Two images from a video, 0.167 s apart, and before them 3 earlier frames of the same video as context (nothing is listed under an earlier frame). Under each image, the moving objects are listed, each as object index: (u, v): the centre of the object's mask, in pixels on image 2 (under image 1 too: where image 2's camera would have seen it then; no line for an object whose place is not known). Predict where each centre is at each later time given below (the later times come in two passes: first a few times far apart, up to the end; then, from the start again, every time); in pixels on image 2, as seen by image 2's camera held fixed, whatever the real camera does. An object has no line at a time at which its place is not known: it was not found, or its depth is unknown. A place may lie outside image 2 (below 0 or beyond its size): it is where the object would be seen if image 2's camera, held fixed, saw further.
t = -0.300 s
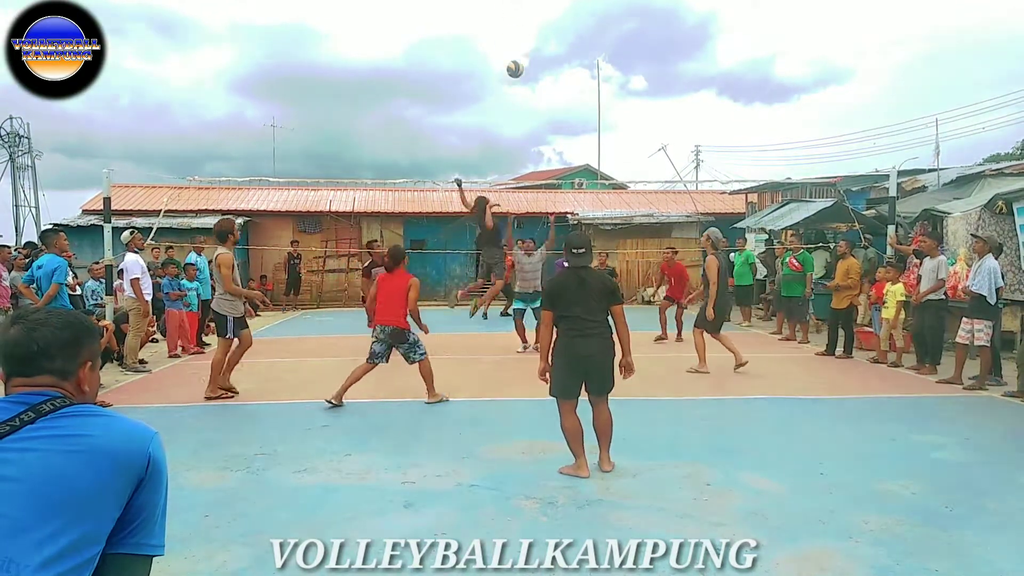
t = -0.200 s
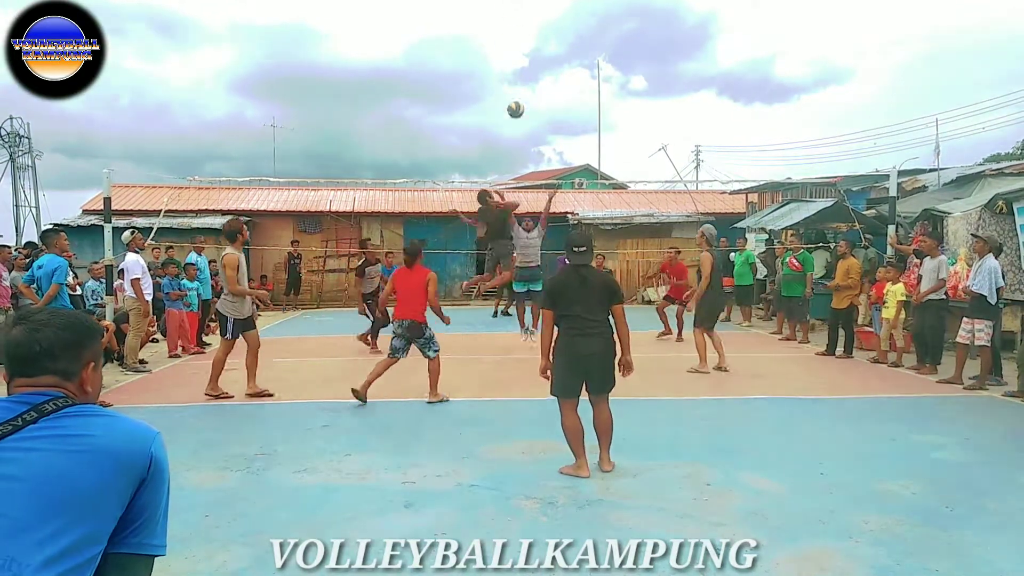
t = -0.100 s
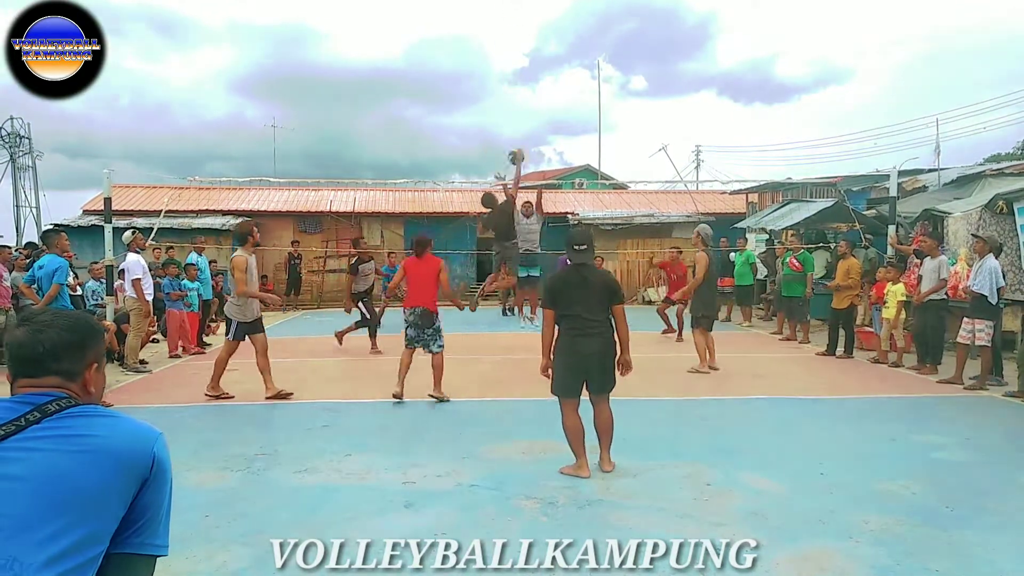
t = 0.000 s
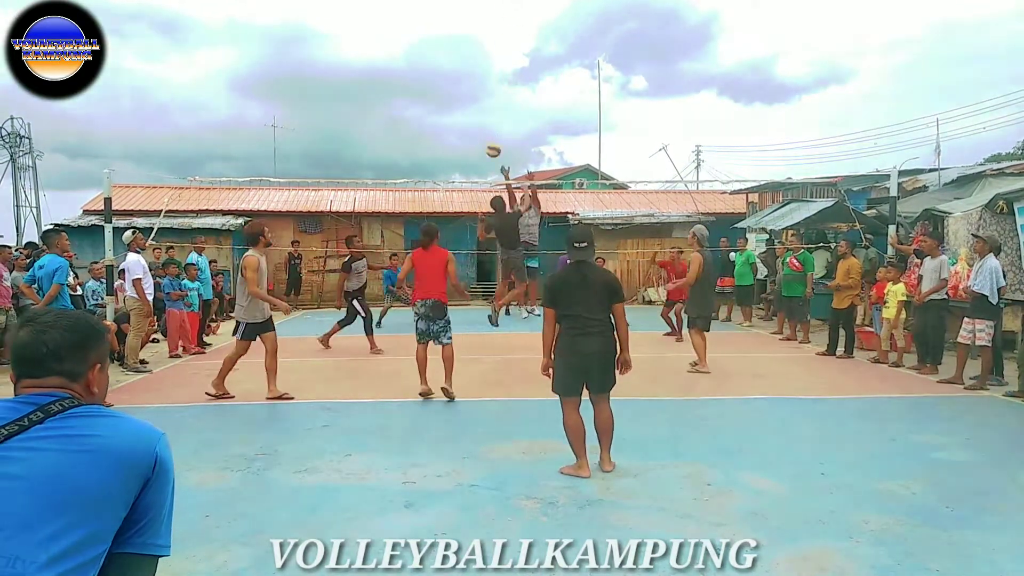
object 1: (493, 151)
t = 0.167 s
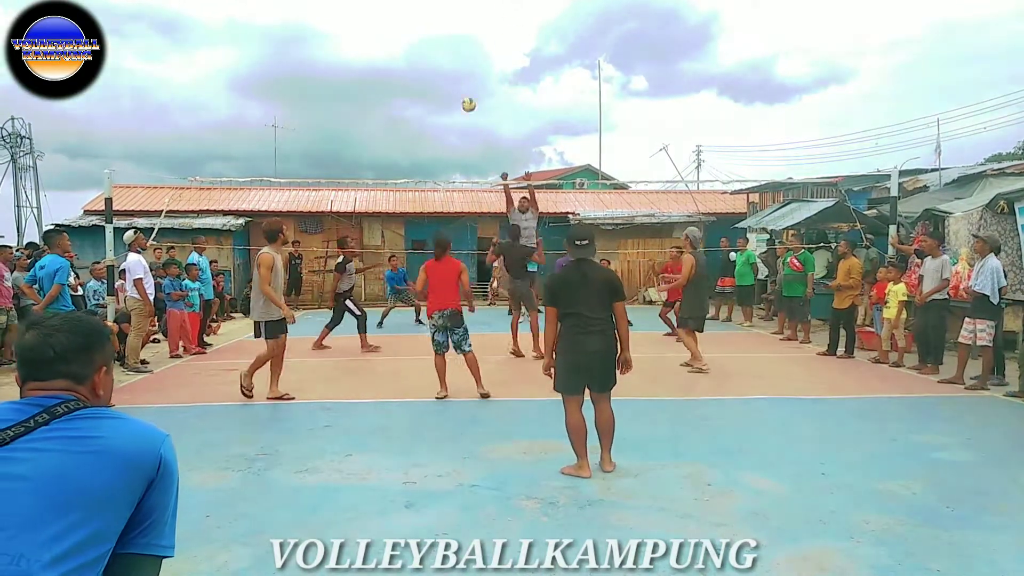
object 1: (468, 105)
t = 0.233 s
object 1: (460, 94)
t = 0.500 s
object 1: (427, 81)
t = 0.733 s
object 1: (403, 105)
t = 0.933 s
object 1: (386, 145)
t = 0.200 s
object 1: (464, 99)
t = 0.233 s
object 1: (460, 94)
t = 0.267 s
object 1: (455, 89)
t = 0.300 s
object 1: (451, 86)
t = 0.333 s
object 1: (446, 83)
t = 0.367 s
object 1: (442, 81)
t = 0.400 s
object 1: (438, 80)
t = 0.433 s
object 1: (435, 79)
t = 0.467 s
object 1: (431, 79)
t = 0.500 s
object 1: (427, 81)
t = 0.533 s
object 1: (423, 82)
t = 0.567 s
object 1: (420, 85)
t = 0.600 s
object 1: (416, 88)
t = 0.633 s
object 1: (413, 91)
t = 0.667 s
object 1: (409, 95)
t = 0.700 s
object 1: (406, 99)
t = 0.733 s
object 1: (403, 105)
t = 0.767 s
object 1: (400, 110)
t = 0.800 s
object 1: (397, 117)
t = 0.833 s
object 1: (394, 123)
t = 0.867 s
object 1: (392, 129)
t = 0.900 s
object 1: (389, 138)
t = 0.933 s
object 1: (386, 145)
